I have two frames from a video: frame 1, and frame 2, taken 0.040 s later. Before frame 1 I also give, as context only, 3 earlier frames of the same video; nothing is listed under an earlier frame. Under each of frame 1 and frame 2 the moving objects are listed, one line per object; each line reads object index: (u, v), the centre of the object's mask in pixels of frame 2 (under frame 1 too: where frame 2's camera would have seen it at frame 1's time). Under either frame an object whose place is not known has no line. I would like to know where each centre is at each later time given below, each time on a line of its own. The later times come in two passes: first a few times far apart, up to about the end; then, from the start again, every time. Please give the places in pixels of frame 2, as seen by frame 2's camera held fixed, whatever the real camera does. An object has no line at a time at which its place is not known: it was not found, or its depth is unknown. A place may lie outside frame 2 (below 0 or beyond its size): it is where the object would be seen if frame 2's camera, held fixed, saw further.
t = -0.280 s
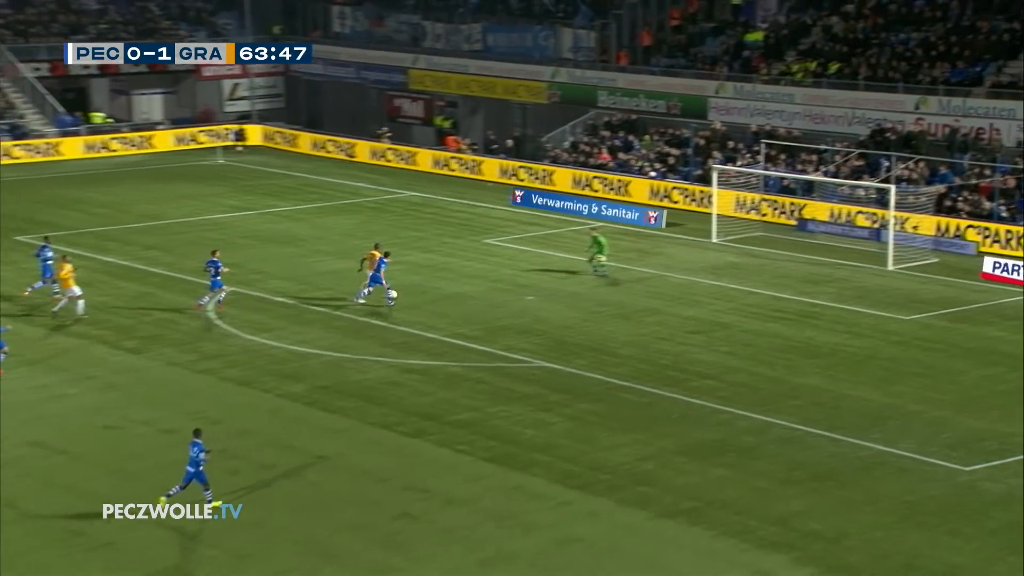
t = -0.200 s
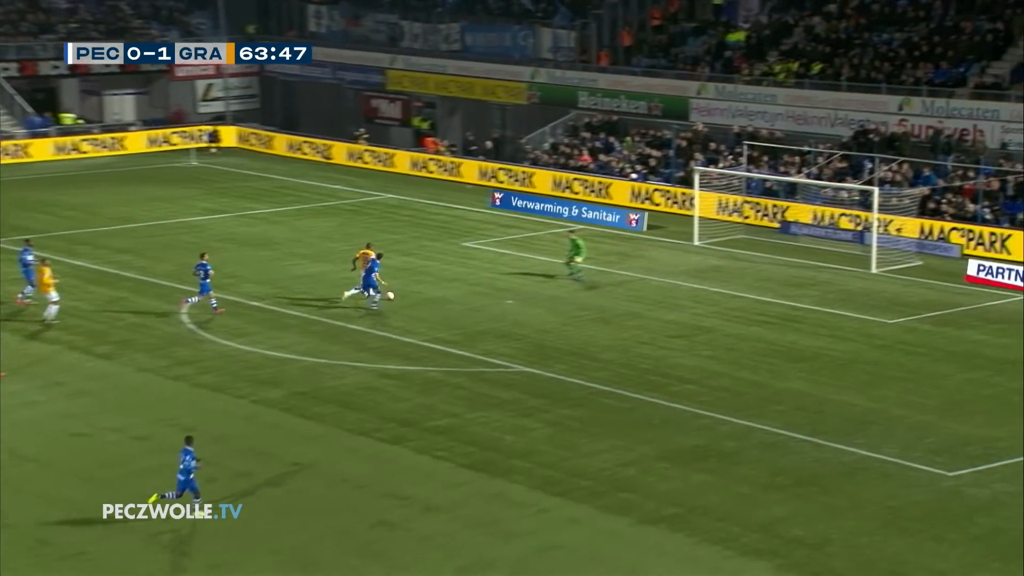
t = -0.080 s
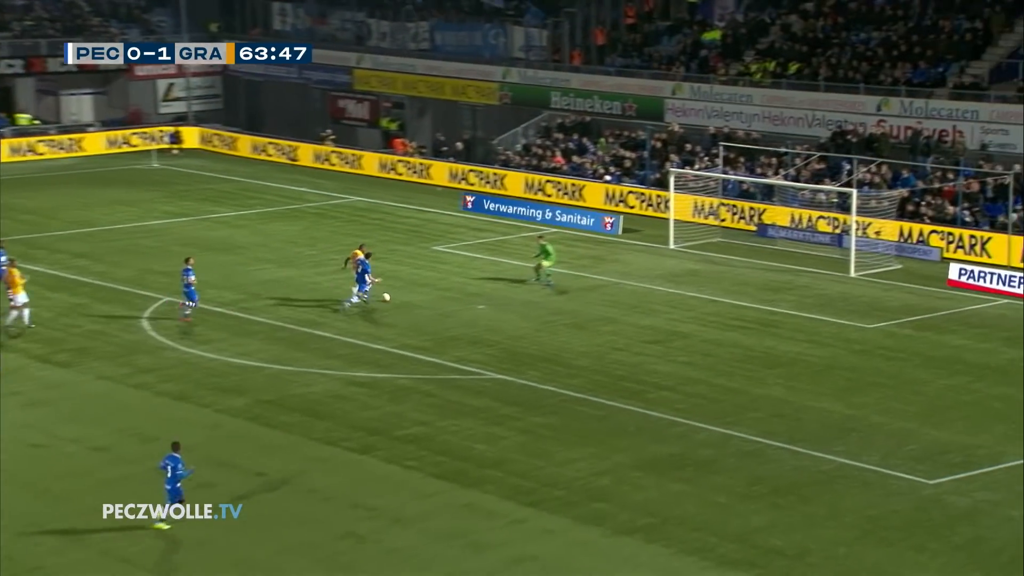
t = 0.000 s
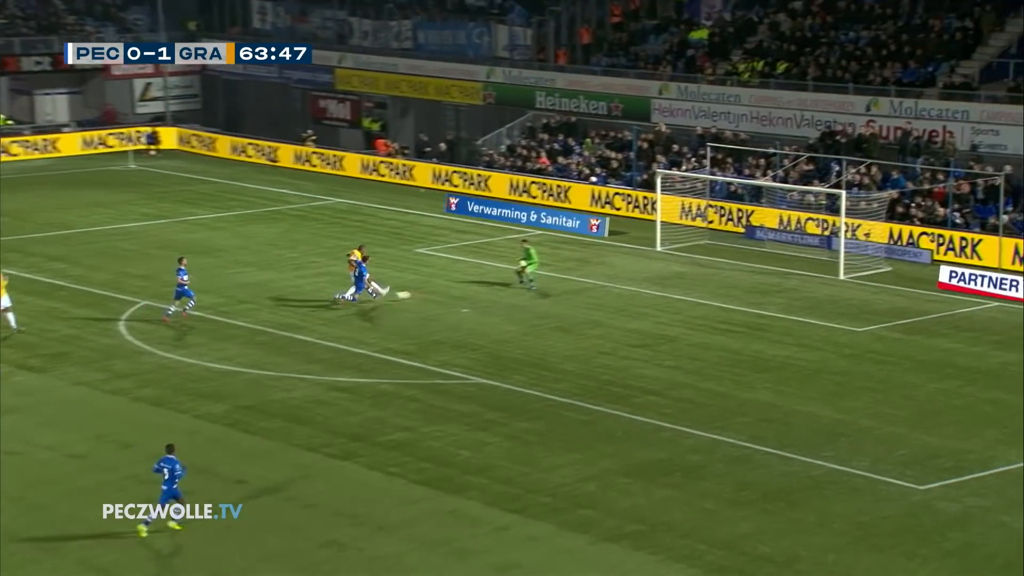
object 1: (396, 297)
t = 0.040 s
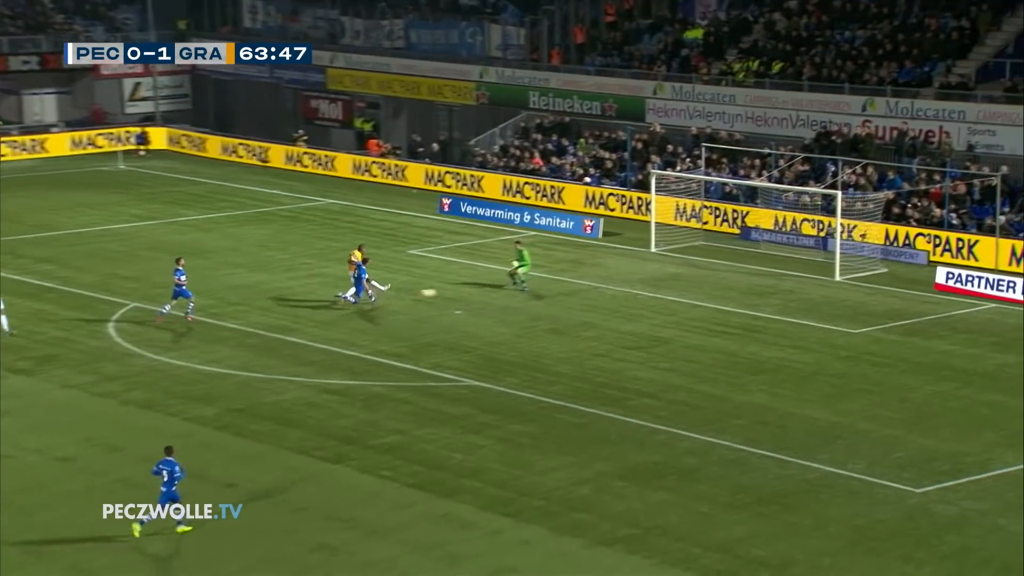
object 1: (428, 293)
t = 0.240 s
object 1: (581, 286)
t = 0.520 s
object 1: (755, 275)
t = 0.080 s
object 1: (461, 290)
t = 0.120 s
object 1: (493, 290)
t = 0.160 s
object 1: (524, 290)
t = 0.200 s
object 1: (553, 289)
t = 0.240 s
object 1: (581, 286)
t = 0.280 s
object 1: (608, 284)
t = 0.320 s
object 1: (633, 282)
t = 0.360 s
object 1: (660, 281)
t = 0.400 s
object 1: (685, 282)
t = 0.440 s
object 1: (709, 280)
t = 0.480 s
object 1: (732, 278)
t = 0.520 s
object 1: (755, 275)
